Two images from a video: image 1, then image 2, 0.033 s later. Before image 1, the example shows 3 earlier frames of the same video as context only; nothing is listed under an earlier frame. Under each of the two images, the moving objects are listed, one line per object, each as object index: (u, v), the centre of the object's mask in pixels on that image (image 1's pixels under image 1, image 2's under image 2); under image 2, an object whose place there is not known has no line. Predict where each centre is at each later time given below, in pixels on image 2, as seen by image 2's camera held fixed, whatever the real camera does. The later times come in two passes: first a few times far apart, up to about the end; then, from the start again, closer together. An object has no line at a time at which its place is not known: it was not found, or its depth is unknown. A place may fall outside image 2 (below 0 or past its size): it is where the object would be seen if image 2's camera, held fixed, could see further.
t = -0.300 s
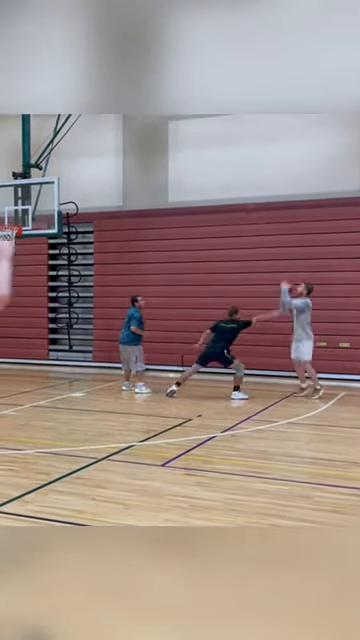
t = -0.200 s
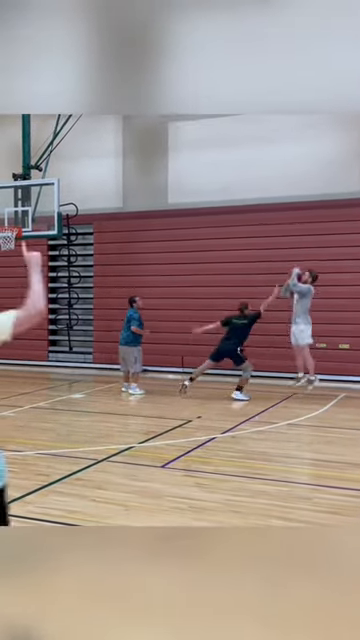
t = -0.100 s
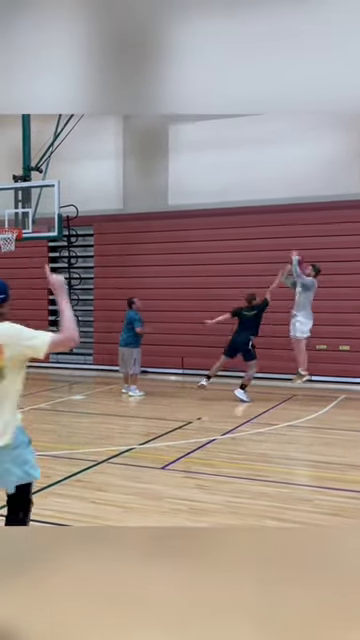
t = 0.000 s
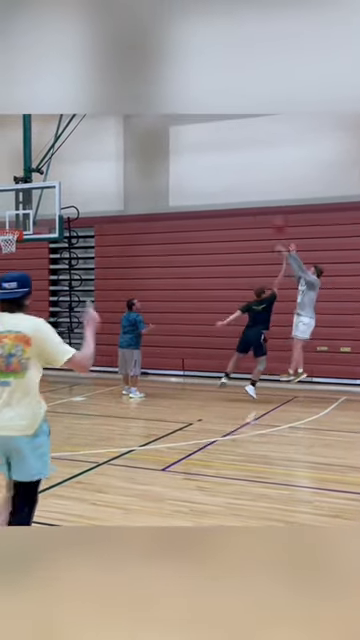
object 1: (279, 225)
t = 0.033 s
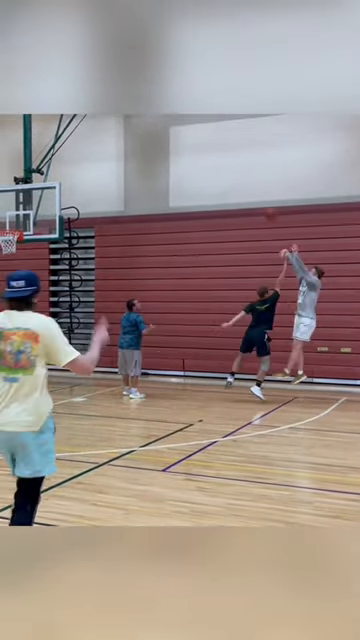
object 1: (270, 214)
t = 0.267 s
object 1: (215, 146)
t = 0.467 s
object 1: (171, 116)
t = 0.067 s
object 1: (263, 200)
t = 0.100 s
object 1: (255, 190)
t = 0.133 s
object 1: (247, 179)
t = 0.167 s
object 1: (239, 170)
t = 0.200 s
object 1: (231, 161)
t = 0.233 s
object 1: (223, 153)
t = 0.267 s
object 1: (215, 146)
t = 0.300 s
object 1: (208, 139)
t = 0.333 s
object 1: (200, 133)
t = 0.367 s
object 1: (193, 128)
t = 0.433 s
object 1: (178, 119)
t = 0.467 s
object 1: (171, 116)
